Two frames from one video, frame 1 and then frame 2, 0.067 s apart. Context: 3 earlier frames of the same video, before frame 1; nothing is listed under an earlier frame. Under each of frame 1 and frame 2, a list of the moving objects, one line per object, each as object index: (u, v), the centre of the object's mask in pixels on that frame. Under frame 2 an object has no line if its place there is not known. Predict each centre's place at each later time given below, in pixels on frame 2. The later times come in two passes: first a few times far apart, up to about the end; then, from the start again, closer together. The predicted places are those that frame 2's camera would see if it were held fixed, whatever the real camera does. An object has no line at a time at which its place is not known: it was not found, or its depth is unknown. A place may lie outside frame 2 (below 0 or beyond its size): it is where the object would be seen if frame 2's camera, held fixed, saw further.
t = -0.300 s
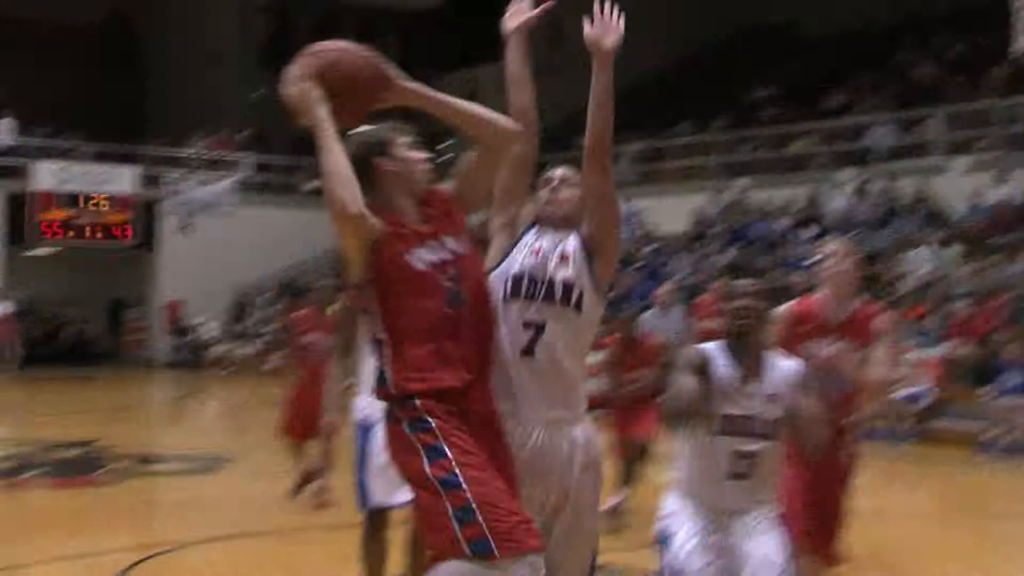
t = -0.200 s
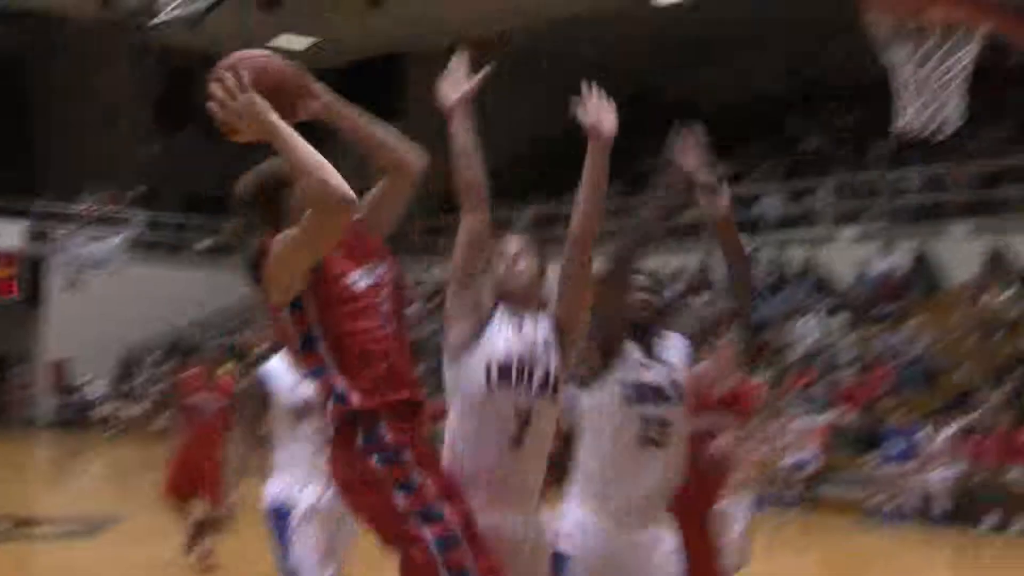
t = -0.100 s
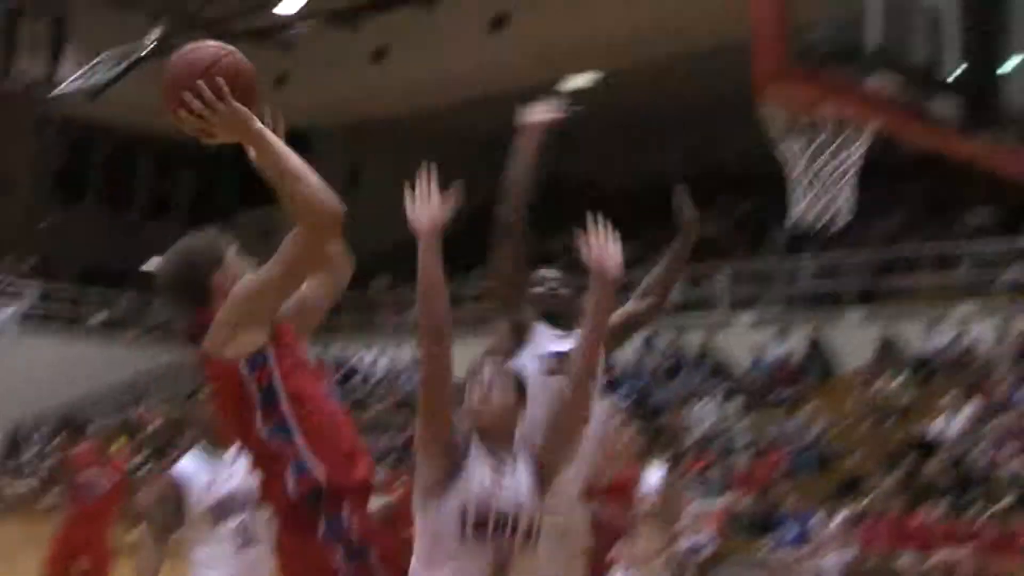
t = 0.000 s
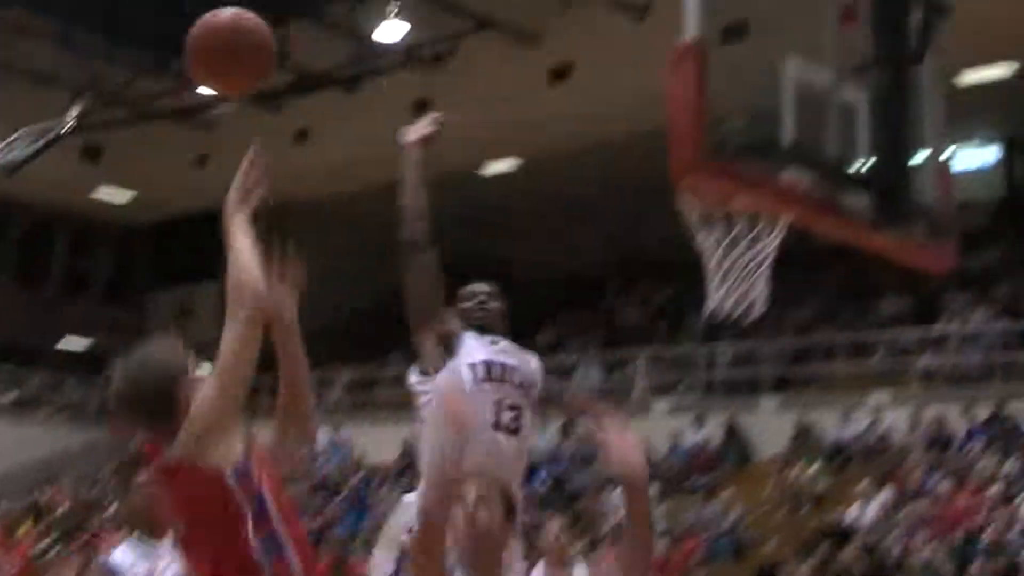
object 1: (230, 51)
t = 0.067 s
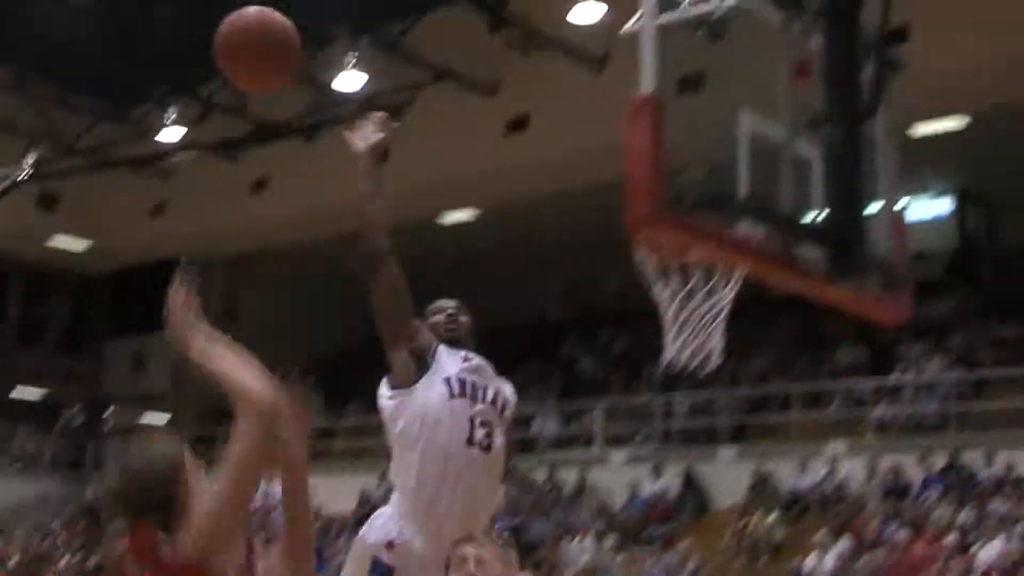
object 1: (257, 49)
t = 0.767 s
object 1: (684, 271)
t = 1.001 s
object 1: (760, 334)
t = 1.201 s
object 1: (810, 455)
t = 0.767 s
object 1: (684, 271)
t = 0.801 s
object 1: (696, 287)
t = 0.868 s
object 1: (730, 313)
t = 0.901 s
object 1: (735, 314)
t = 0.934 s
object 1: (744, 317)
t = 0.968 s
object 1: (752, 325)
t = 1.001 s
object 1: (760, 334)
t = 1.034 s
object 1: (768, 346)
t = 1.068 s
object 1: (776, 363)
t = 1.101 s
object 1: (784, 381)
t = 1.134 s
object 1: (793, 404)
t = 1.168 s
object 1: (801, 427)
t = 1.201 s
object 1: (810, 455)
